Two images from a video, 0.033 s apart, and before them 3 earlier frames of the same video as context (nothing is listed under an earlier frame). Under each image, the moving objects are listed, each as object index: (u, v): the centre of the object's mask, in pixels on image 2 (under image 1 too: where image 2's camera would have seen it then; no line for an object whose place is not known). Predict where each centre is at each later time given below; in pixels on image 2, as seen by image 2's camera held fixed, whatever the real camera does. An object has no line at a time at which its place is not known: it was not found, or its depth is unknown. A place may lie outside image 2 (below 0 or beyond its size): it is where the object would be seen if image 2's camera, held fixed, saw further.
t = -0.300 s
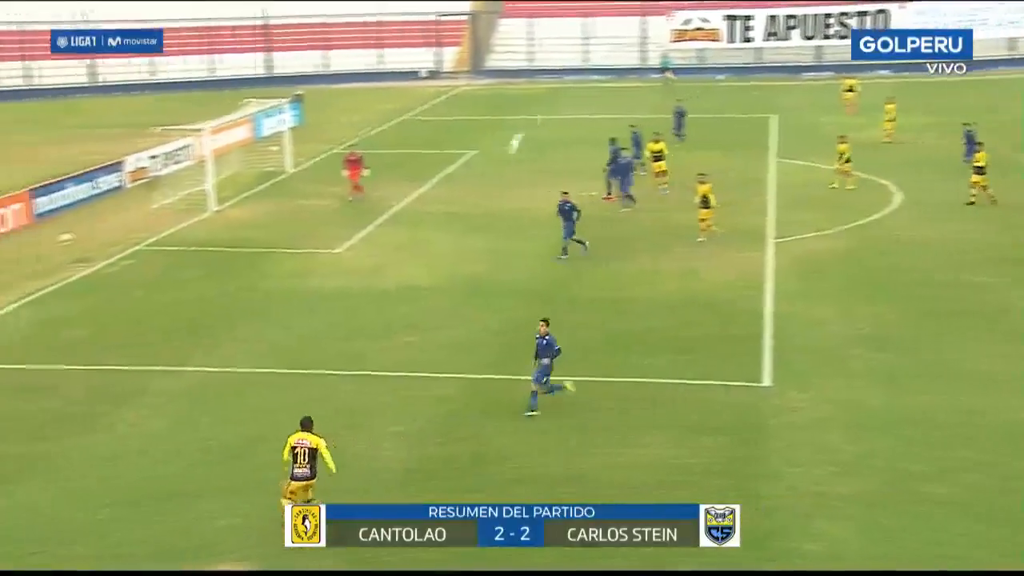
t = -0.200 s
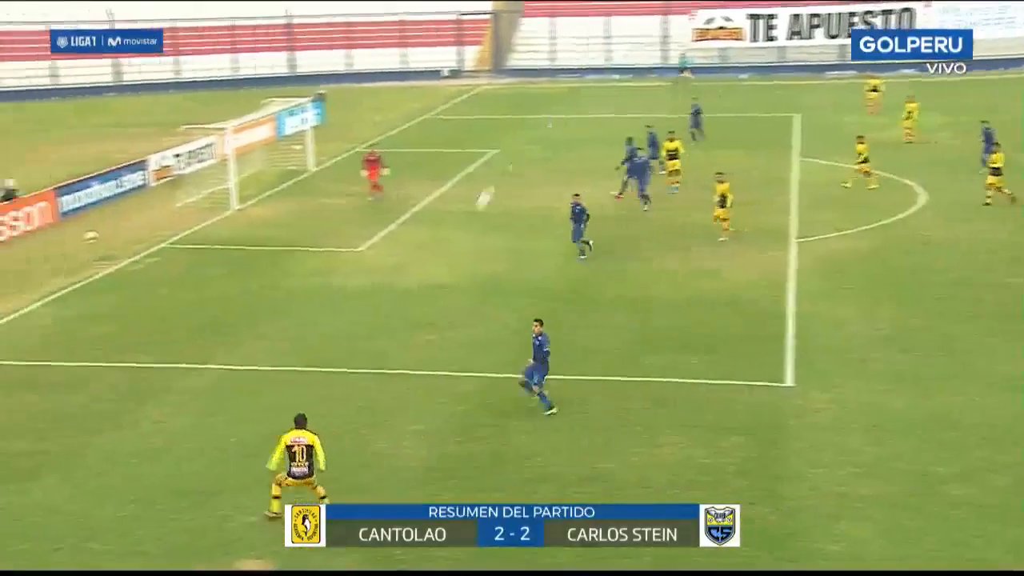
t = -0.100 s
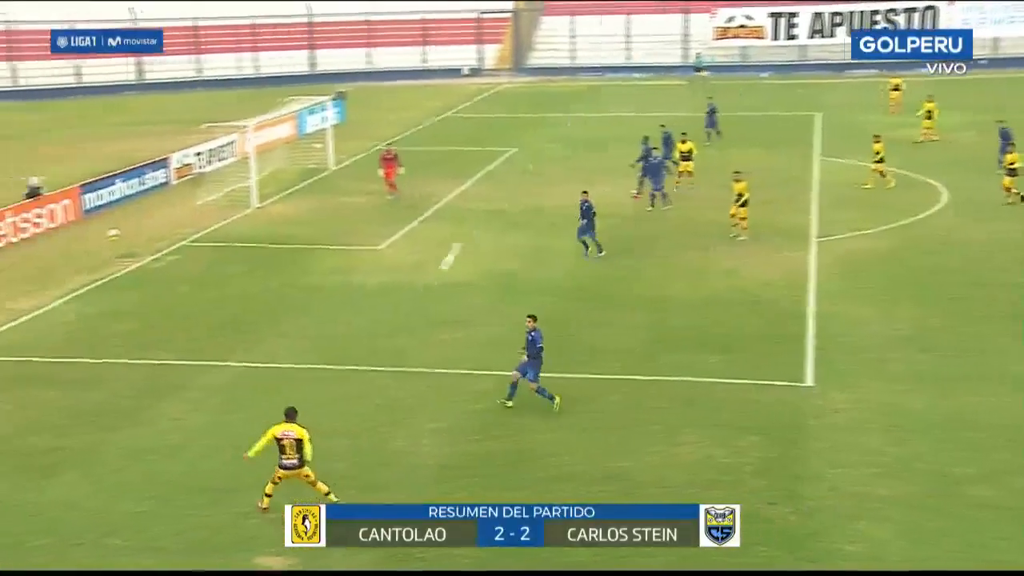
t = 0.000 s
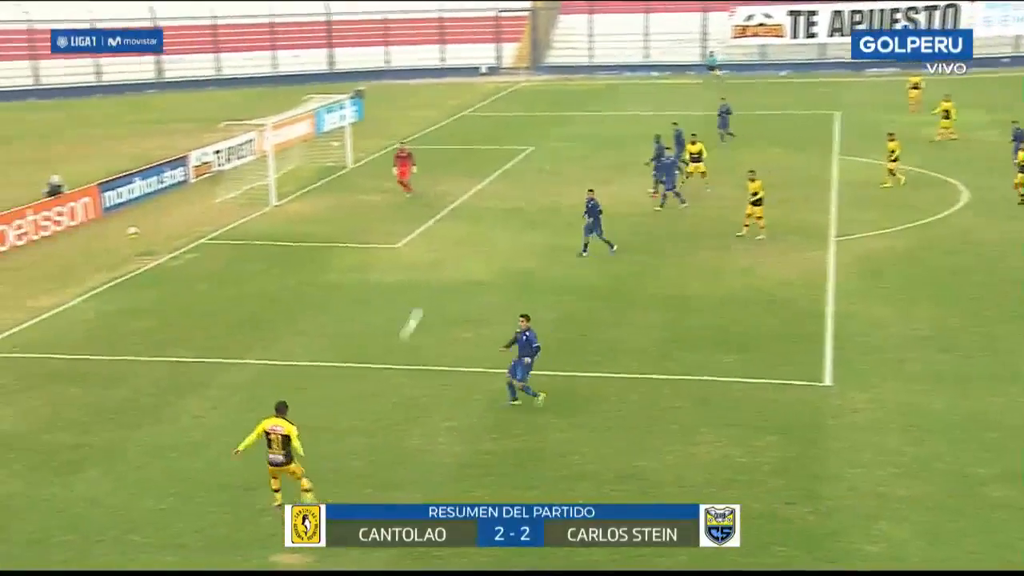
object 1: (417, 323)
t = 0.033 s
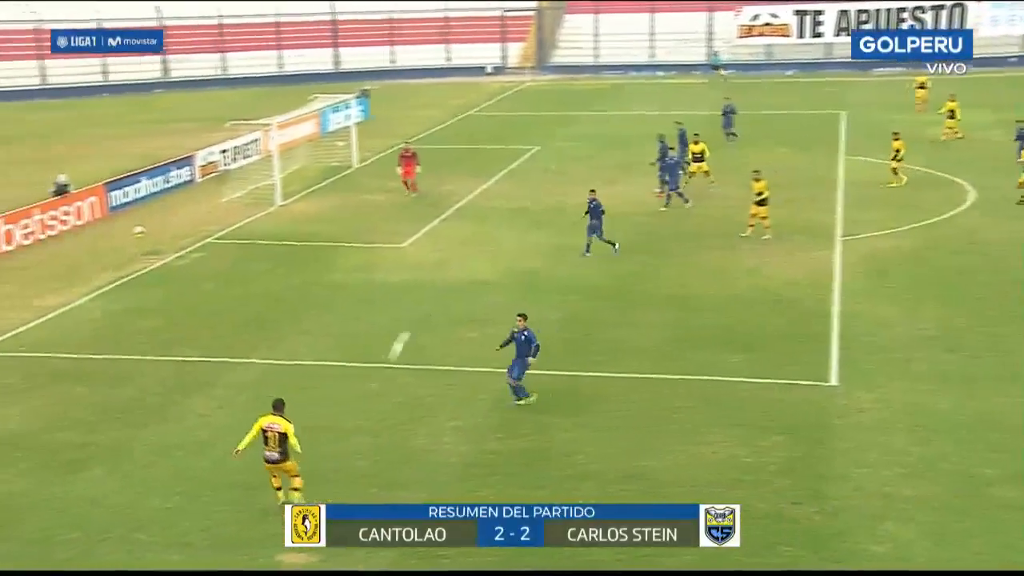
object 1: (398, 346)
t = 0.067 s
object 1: (378, 371)
